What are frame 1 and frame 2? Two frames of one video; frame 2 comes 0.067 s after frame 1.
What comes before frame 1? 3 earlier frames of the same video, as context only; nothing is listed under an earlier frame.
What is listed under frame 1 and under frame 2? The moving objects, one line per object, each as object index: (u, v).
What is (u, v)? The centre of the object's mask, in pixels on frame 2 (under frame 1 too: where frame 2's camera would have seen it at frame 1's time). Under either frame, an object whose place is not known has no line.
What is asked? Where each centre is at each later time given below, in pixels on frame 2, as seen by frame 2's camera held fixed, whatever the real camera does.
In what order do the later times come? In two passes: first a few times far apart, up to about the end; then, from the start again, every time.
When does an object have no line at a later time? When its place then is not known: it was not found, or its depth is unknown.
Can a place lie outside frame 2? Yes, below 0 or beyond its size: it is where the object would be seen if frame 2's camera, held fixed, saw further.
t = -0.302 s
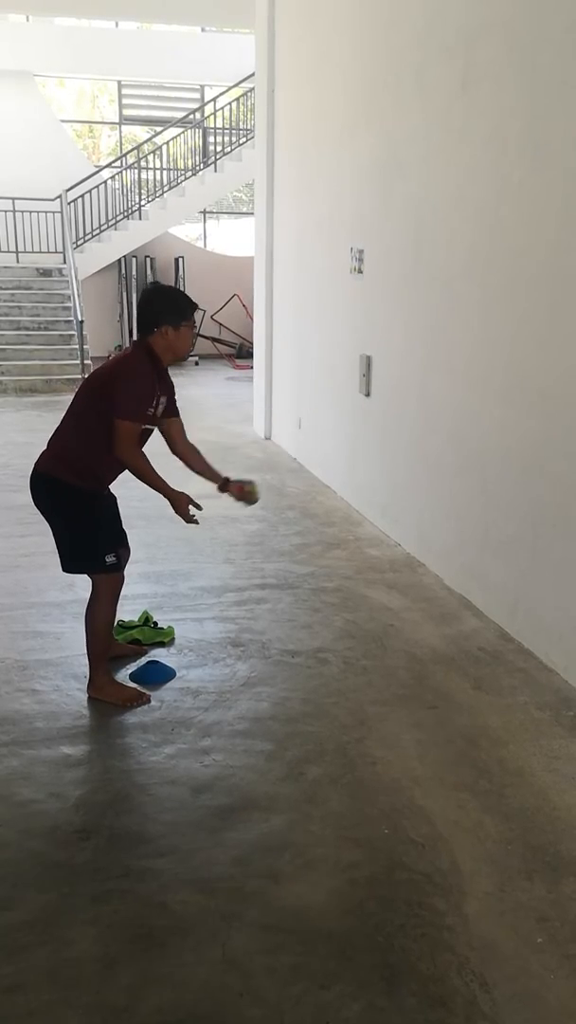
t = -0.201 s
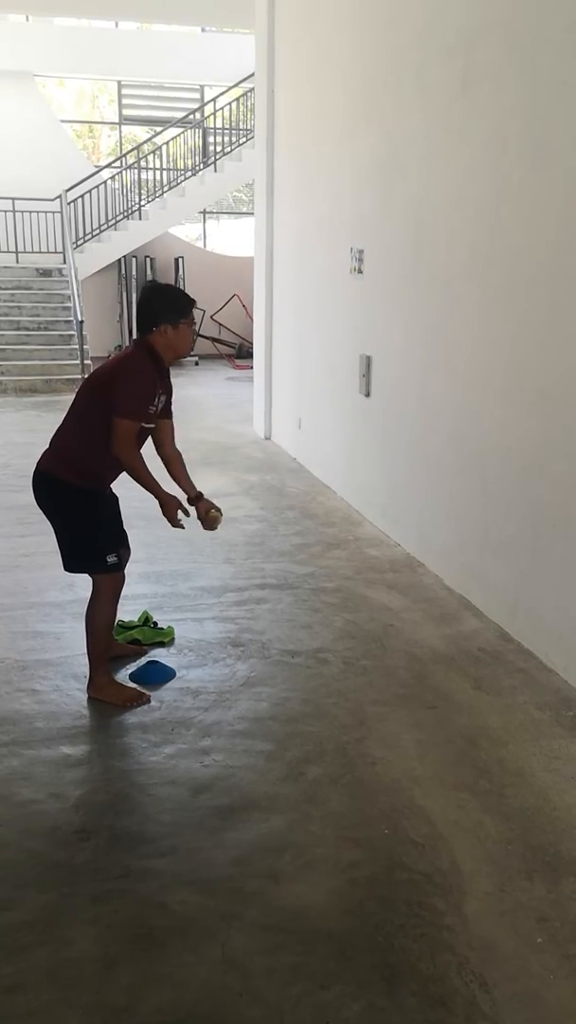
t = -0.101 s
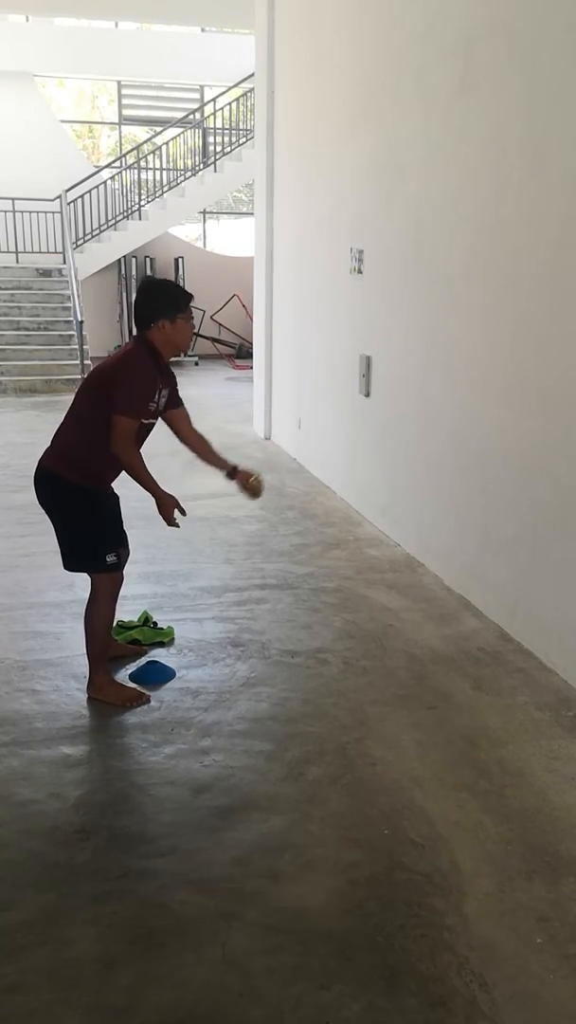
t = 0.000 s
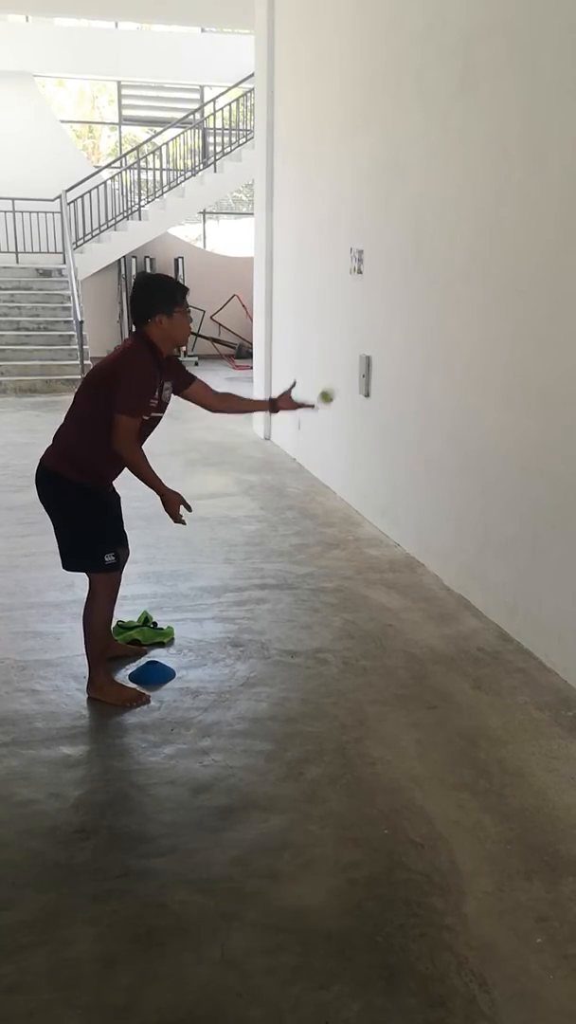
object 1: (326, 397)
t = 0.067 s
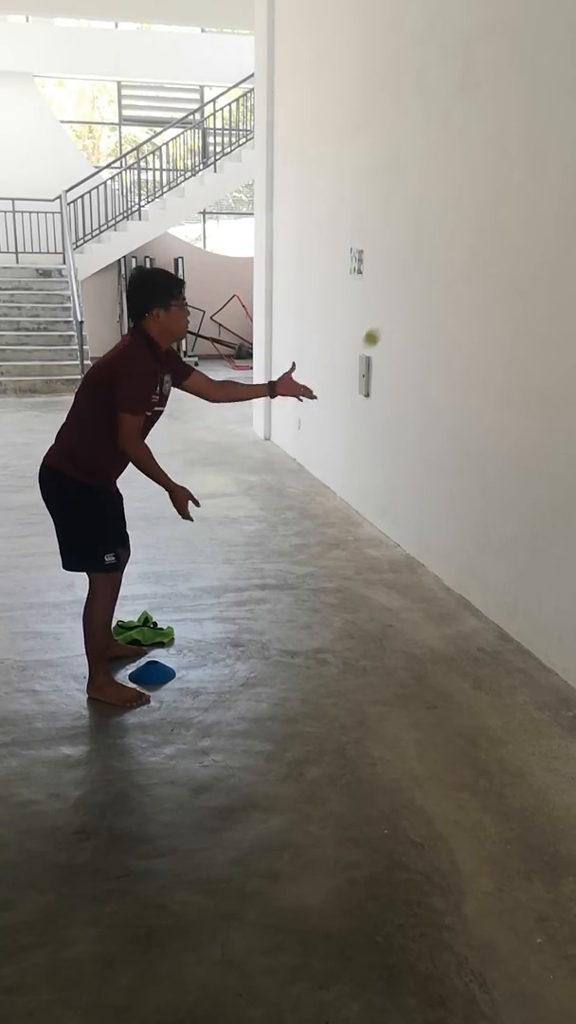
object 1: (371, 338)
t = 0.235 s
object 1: (485, 238)
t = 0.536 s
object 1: (413, 237)
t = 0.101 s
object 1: (395, 312)
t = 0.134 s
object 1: (417, 289)
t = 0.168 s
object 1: (440, 270)
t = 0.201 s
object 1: (462, 252)
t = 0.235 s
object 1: (485, 238)
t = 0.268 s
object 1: (507, 227)
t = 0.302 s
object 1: (529, 218)
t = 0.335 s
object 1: (518, 212)
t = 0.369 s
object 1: (501, 208)
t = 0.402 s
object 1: (484, 208)
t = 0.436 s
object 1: (467, 211)
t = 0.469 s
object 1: (449, 217)
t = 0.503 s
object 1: (431, 226)
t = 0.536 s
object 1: (413, 237)
